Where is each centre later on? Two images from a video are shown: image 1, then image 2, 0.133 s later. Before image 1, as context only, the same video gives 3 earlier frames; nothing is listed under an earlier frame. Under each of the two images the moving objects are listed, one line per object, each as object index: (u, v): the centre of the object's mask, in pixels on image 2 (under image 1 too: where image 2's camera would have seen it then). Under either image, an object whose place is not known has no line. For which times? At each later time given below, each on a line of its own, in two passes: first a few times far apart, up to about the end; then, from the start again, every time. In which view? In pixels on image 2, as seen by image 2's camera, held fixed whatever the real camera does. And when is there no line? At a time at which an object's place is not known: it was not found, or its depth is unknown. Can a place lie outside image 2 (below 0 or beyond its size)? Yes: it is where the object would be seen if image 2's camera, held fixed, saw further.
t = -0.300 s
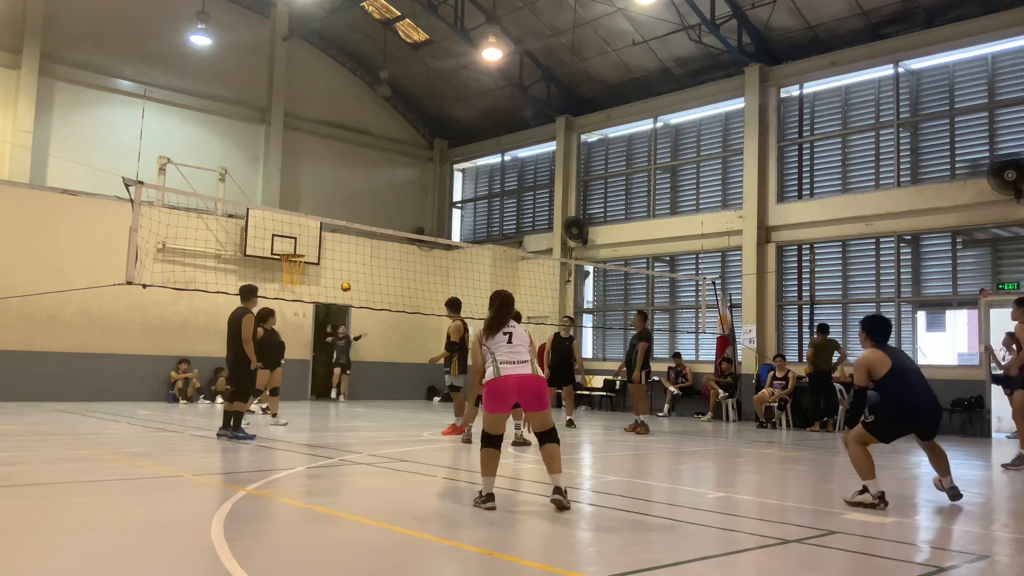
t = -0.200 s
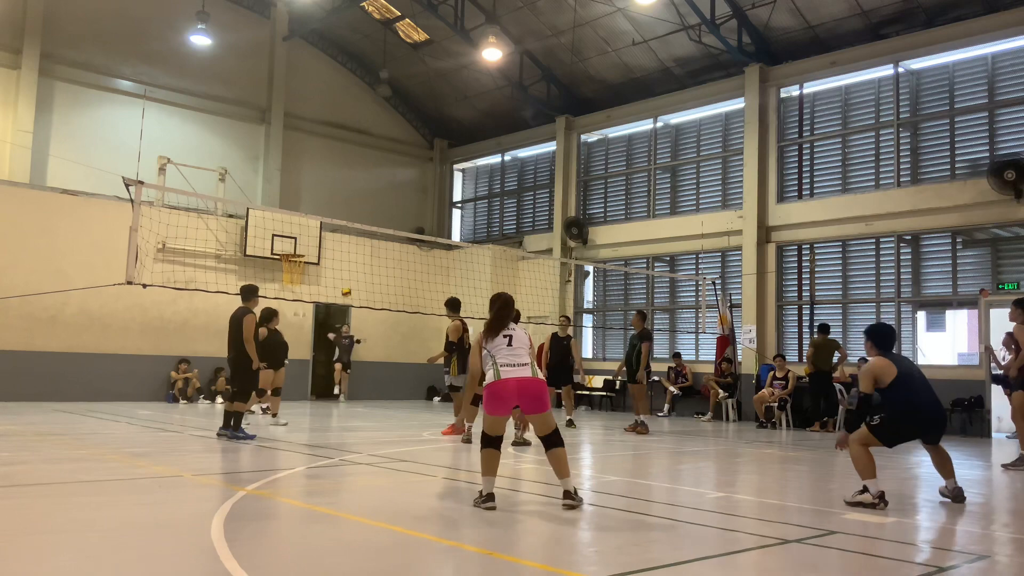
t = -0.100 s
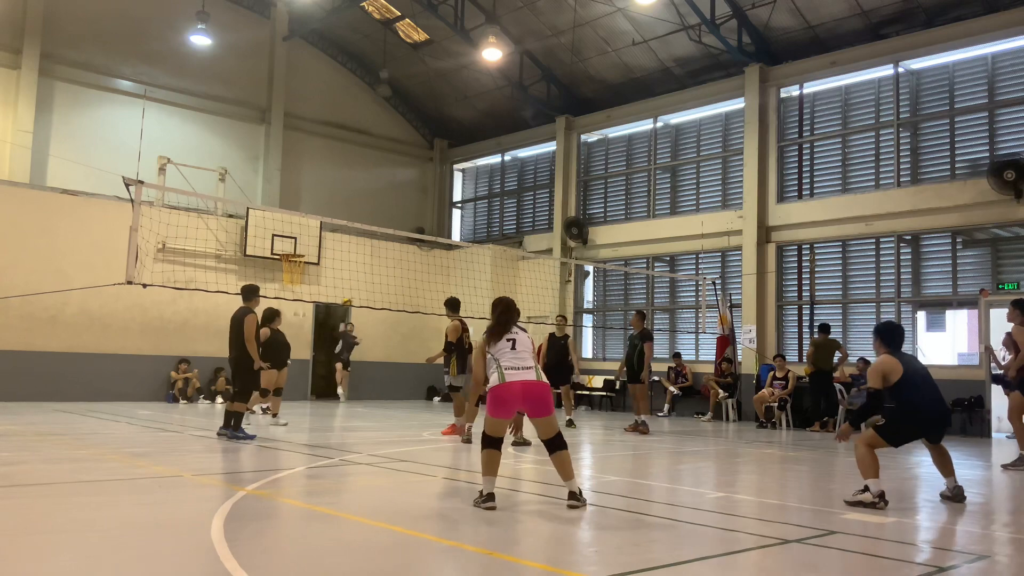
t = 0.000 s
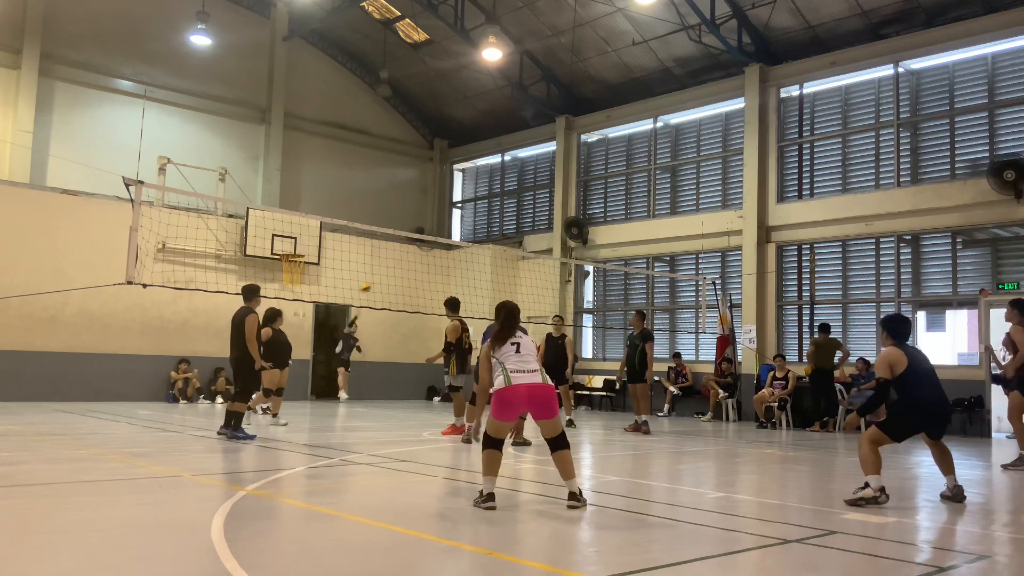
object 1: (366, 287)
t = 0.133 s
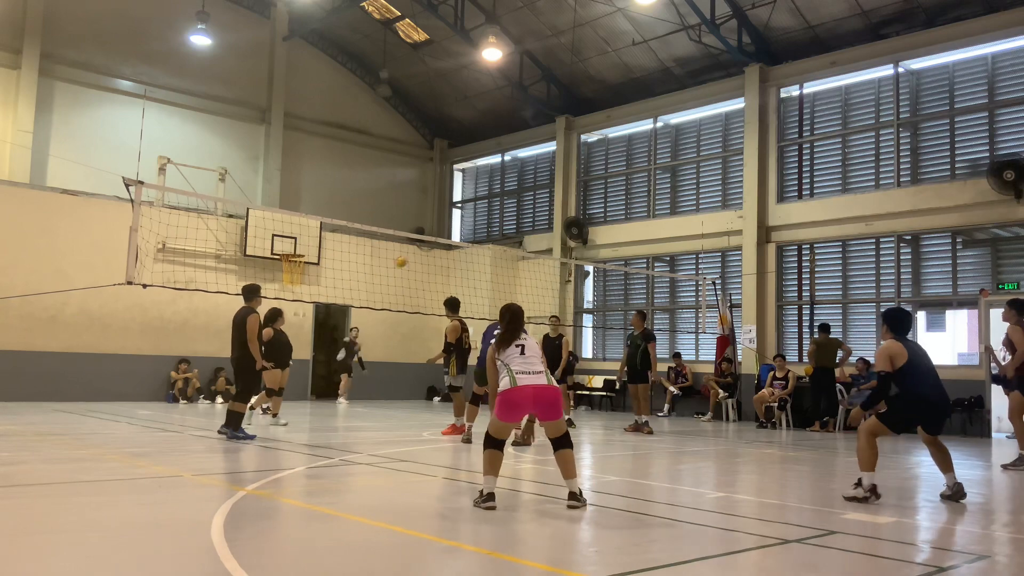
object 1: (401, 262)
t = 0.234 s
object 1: (431, 246)
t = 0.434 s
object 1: (500, 229)
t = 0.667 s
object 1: (609, 245)
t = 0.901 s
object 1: (773, 327)
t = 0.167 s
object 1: (411, 256)
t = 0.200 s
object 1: (421, 250)
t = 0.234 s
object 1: (431, 246)
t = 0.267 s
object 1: (440, 242)
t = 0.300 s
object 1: (451, 236)
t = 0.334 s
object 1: (464, 234)
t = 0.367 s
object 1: (474, 232)
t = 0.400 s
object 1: (488, 230)
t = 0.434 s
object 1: (500, 229)
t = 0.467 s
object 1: (513, 230)
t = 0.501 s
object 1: (527, 229)
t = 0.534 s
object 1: (543, 231)
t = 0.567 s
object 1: (557, 233)
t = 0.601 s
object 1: (574, 235)
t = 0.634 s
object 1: (589, 239)
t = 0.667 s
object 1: (609, 245)
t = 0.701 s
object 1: (629, 251)
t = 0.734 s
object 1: (649, 260)
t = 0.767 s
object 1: (672, 267)
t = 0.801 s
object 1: (693, 280)
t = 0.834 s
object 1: (719, 293)
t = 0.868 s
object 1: (745, 310)
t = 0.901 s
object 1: (773, 327)
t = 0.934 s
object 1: (812, 354)
